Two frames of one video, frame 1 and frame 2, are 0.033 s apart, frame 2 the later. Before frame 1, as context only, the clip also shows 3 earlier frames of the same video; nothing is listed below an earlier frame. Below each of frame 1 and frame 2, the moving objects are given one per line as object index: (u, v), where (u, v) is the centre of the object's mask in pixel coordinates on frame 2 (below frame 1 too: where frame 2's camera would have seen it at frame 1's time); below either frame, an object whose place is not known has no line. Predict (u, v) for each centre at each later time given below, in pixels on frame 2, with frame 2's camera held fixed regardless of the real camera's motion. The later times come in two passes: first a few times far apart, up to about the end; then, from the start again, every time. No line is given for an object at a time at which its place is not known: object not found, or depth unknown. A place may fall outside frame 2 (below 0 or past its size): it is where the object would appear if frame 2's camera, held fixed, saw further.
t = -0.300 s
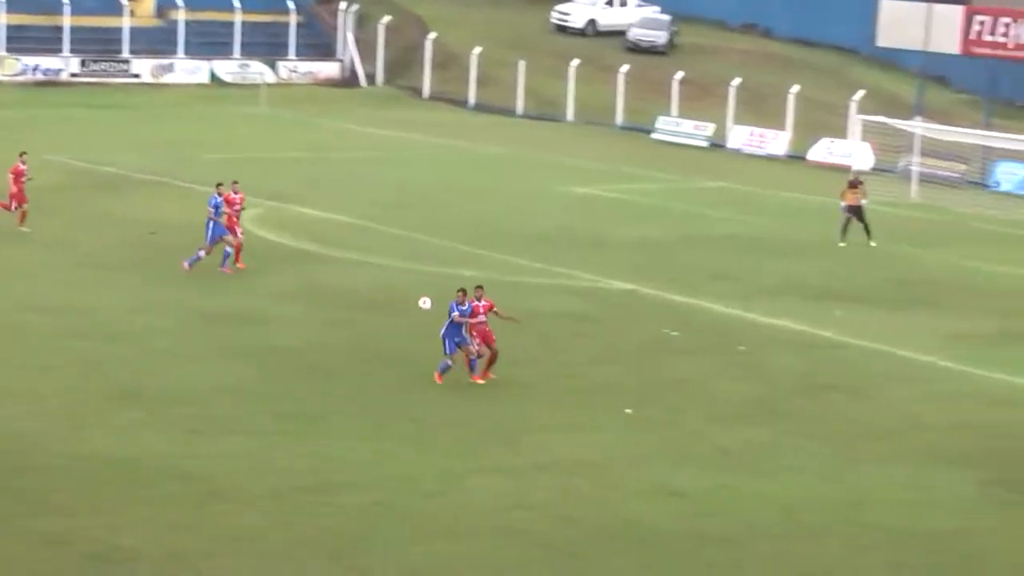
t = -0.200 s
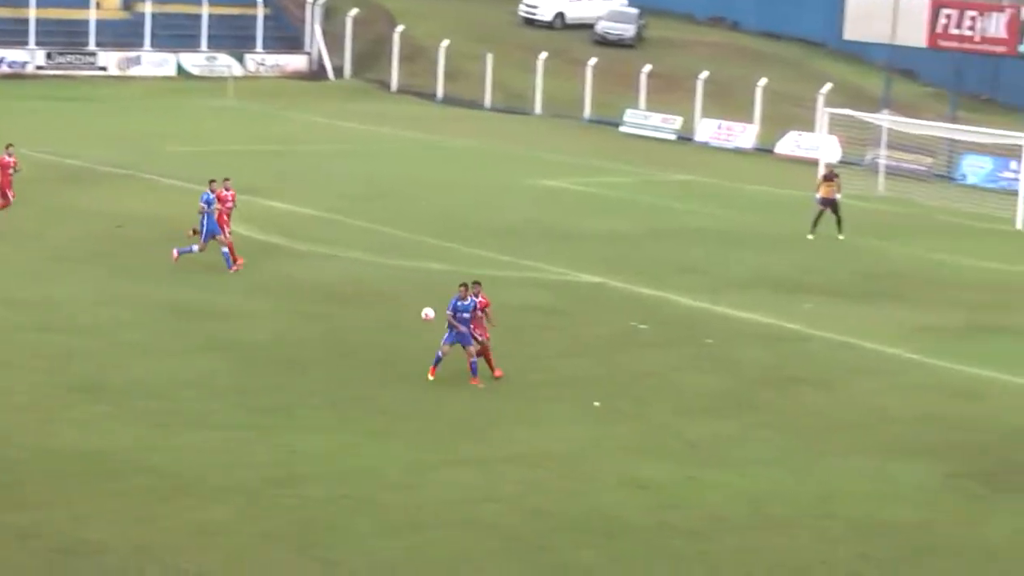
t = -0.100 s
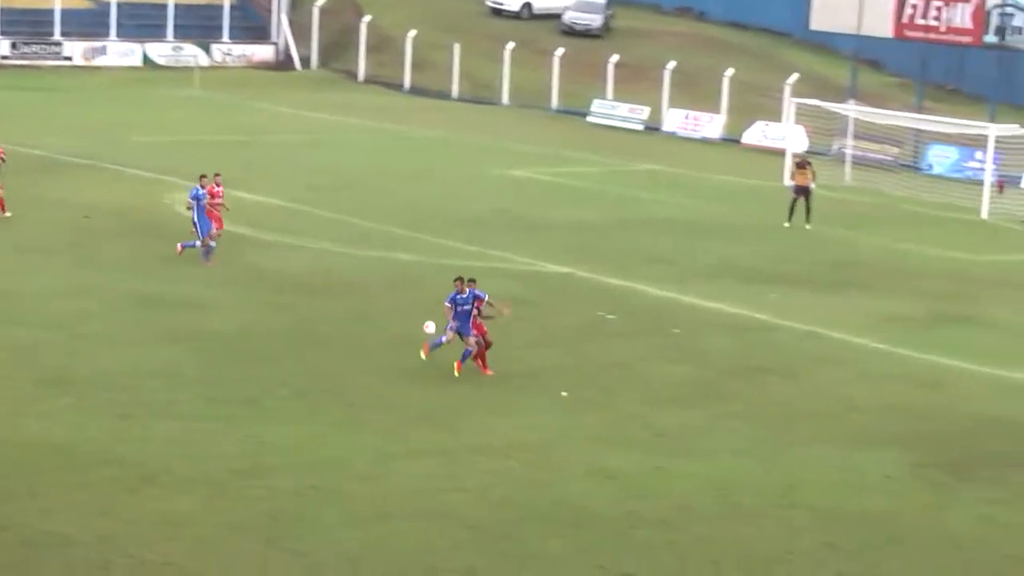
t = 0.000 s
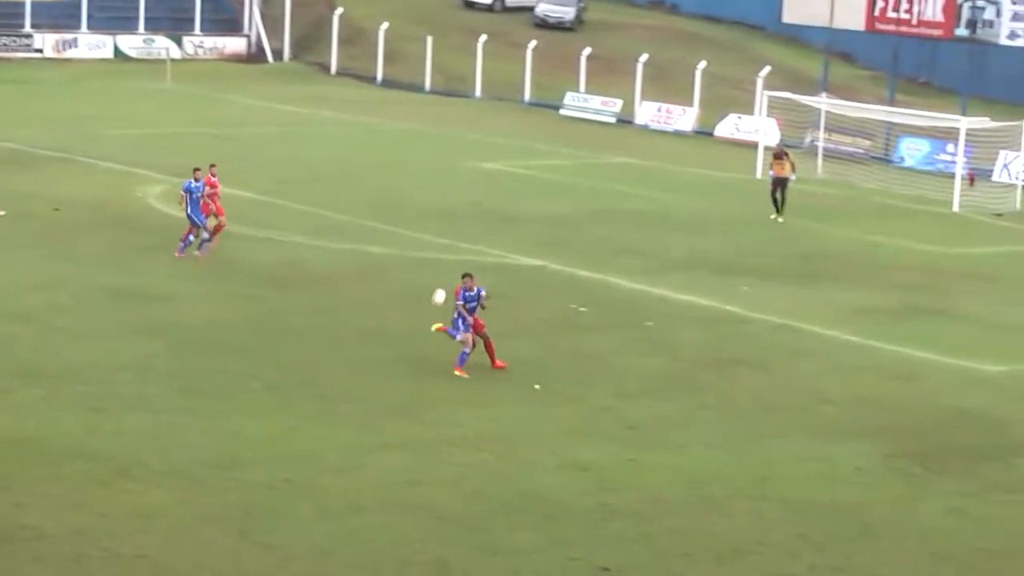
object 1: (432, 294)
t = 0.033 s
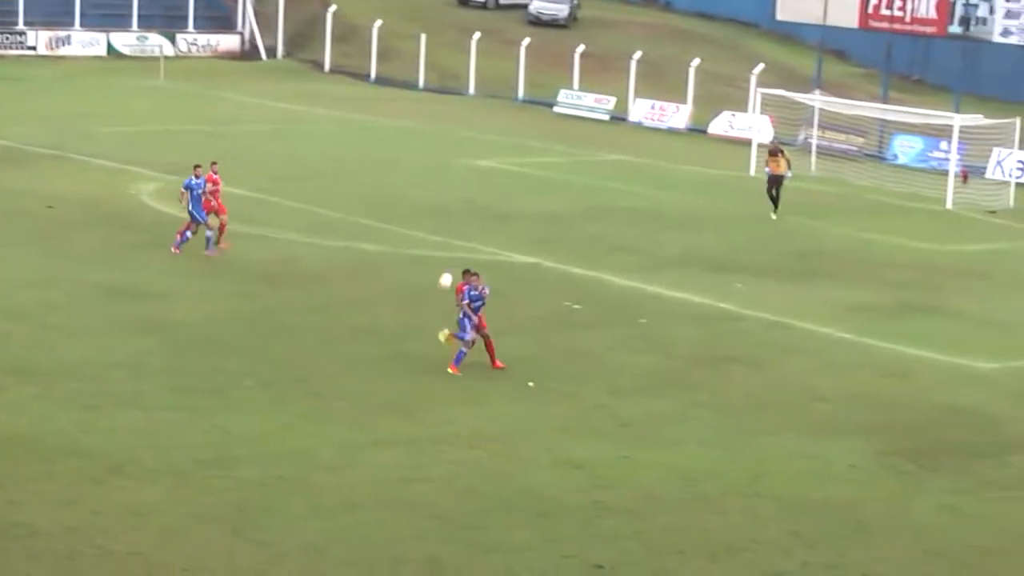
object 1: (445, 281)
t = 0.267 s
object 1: (528, 209)
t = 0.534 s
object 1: (616, 168)
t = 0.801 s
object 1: (697, 166)
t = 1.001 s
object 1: (754, 192)
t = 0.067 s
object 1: (458, 268)
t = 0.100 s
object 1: (469, 256)
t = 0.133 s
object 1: (481, 245)
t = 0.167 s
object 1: (493, 236)
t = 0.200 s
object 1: (505, 227)
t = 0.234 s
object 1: (517, 217)
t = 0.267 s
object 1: (528, 209)
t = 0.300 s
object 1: (539, 202)
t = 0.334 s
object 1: (551, 195)
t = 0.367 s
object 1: (562, 189)
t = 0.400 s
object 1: (573, 184)
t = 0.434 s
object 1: (583, 179)
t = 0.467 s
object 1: (594, 175)
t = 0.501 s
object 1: (605, 171)
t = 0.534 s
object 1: (616, 168)
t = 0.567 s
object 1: (626, 165)
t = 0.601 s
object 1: (637, 163)
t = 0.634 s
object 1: (647, 163)
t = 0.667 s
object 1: (657, 163)
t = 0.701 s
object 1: (667, 163)
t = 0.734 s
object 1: (677, 163)
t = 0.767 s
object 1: (686, 164)
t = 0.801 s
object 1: (697, 166)
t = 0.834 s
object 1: (707, 169)
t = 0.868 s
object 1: (716, 173)
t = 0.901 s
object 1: (726, 176)
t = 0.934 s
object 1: (736, 181)
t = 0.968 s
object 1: (745, 186)
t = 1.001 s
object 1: (754, 192)
